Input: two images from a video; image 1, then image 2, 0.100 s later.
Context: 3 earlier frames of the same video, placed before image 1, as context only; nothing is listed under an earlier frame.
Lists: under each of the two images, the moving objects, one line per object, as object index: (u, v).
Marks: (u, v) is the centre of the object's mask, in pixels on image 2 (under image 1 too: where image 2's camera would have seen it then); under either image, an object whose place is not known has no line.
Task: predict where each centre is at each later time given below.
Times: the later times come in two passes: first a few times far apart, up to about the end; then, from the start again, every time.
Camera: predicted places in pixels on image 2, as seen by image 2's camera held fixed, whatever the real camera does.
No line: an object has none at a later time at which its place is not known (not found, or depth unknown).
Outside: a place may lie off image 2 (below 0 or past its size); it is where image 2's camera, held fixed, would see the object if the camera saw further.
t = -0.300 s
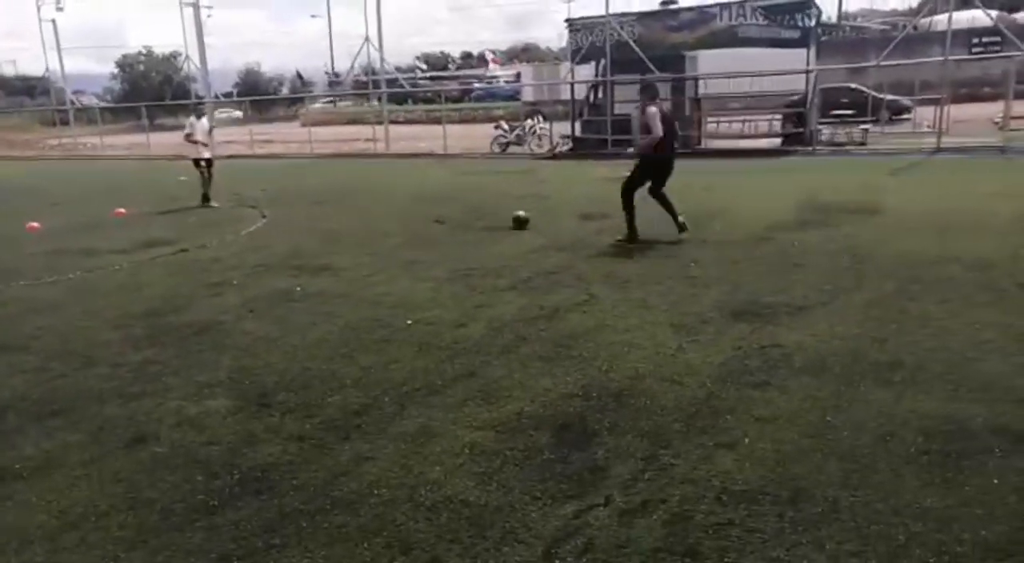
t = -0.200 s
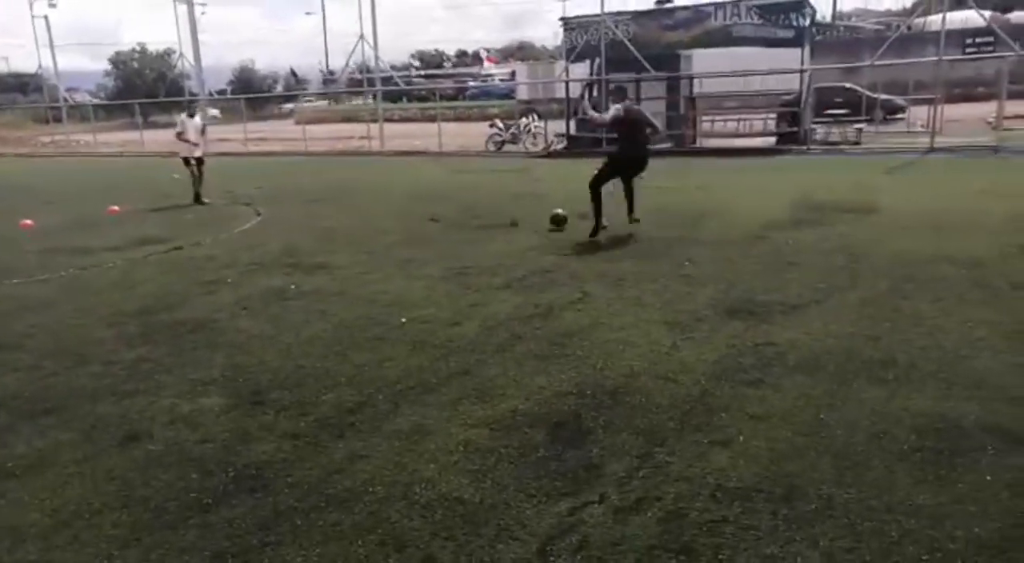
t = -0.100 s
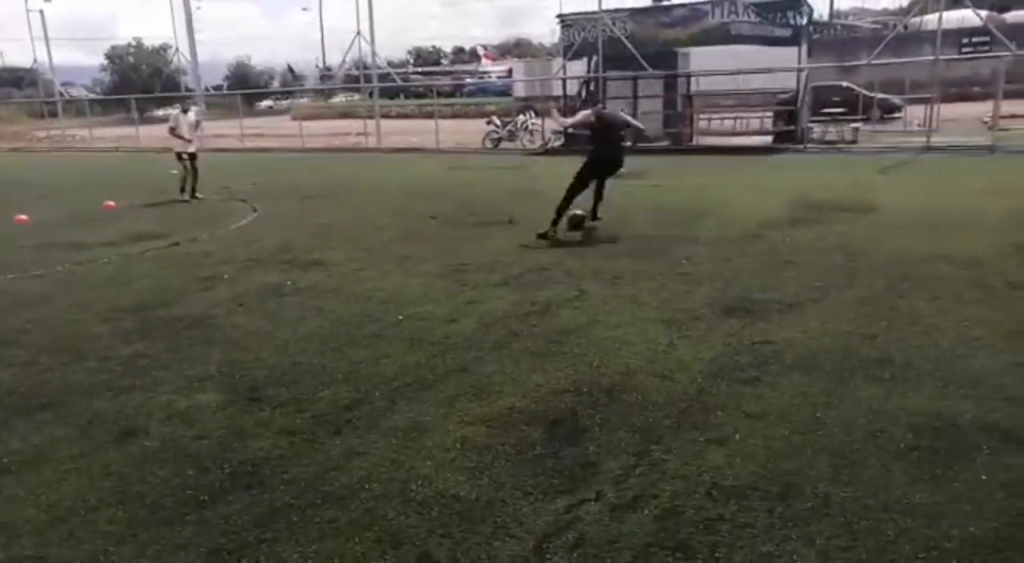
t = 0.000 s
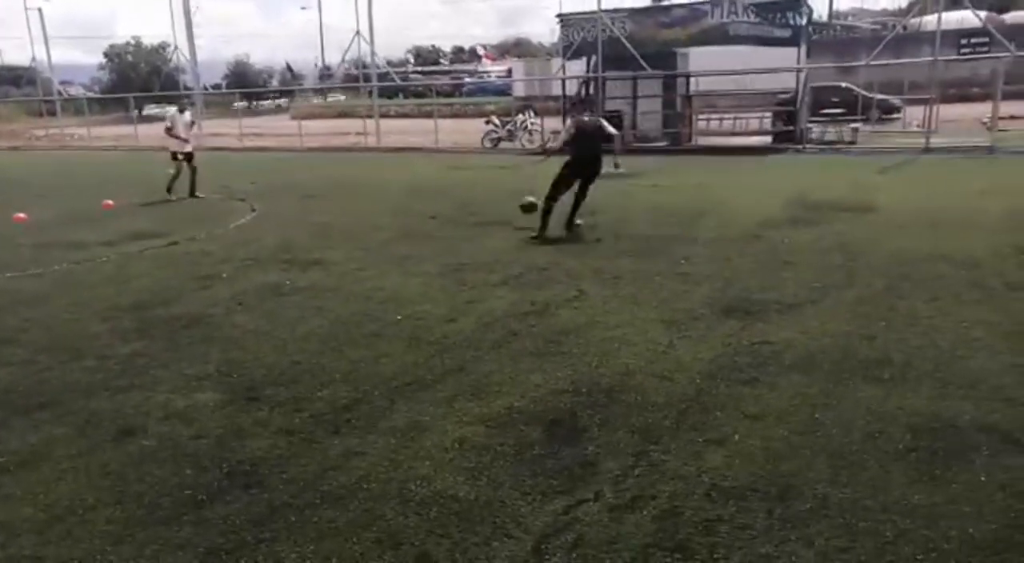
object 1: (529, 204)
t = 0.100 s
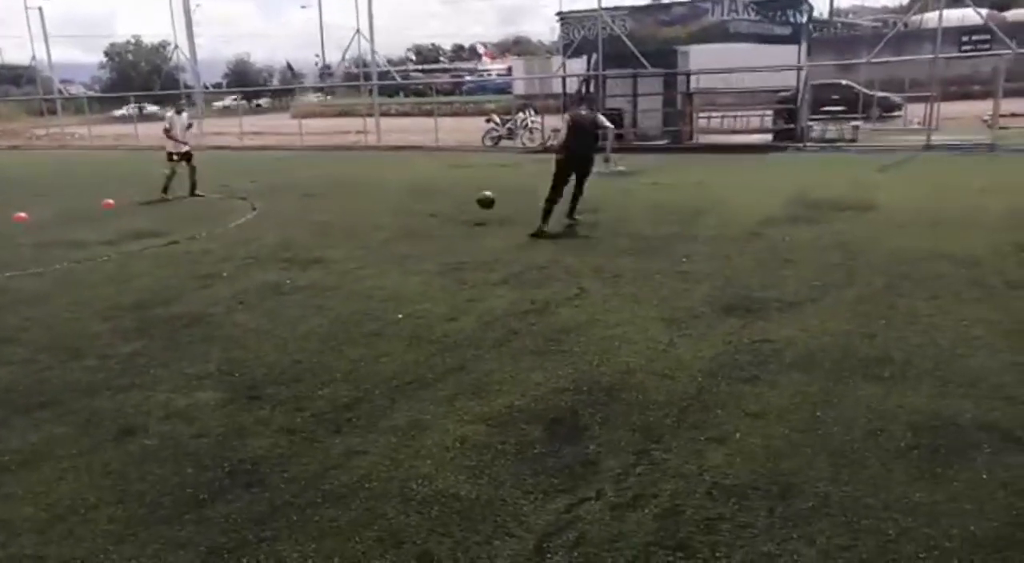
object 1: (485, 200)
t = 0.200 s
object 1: (444, 204)
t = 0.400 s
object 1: (380, 200)
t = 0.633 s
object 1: (323, 205)
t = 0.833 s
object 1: (273, 204)
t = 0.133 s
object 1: (471, 200)
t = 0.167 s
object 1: (458, 202)
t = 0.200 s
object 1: (444, 204)
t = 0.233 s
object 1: (431, 208)
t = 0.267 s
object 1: (418, 212)
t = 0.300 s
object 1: (409, 209)
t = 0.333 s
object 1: (399, 205)
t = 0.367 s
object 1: (390, 202)
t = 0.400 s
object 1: (380, 200)
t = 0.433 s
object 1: (372, 199)
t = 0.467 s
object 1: (363, 199)
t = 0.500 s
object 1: (355, 200)
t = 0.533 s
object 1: (348, 201)
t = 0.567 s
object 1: (339, 203)
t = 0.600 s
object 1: (330, 207)
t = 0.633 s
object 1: (323, 205)
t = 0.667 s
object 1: (314, 203)
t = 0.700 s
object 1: (305, 201)
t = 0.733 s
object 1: (297, 200)
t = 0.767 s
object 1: (289, 201)
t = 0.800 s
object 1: (281, 201)
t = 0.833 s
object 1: (273, 204)
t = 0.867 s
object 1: (266, 205)
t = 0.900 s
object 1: (258, 203)
